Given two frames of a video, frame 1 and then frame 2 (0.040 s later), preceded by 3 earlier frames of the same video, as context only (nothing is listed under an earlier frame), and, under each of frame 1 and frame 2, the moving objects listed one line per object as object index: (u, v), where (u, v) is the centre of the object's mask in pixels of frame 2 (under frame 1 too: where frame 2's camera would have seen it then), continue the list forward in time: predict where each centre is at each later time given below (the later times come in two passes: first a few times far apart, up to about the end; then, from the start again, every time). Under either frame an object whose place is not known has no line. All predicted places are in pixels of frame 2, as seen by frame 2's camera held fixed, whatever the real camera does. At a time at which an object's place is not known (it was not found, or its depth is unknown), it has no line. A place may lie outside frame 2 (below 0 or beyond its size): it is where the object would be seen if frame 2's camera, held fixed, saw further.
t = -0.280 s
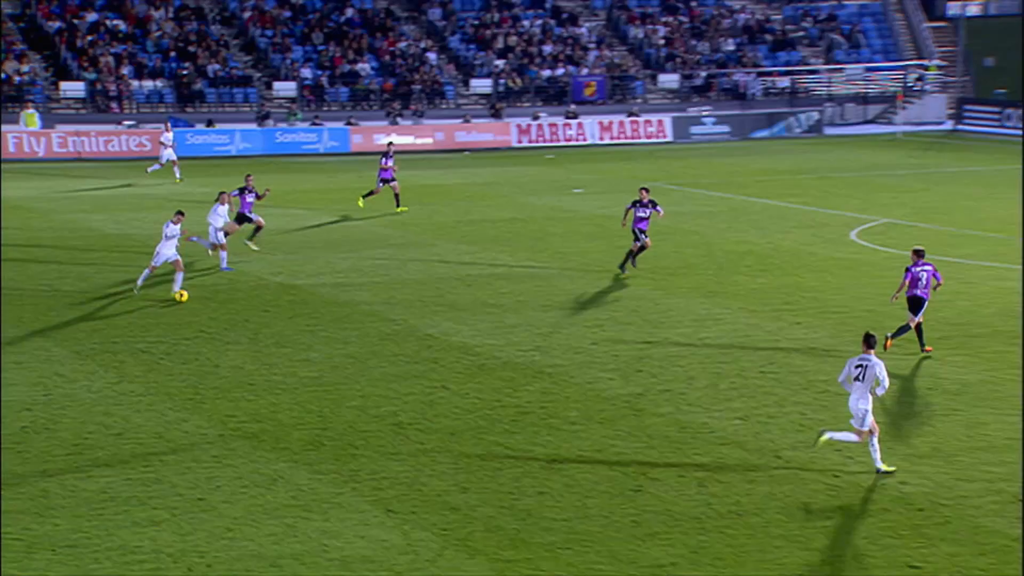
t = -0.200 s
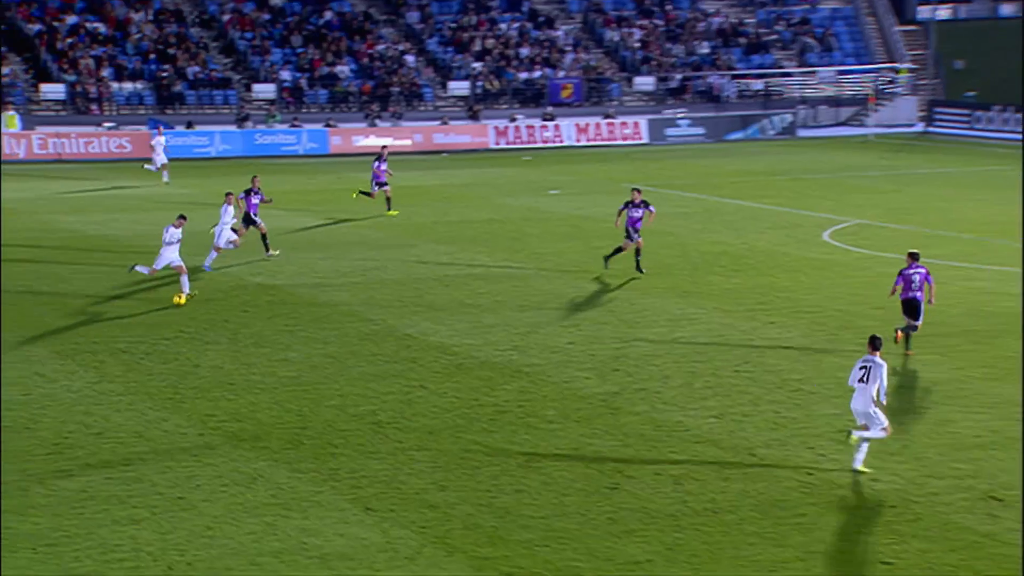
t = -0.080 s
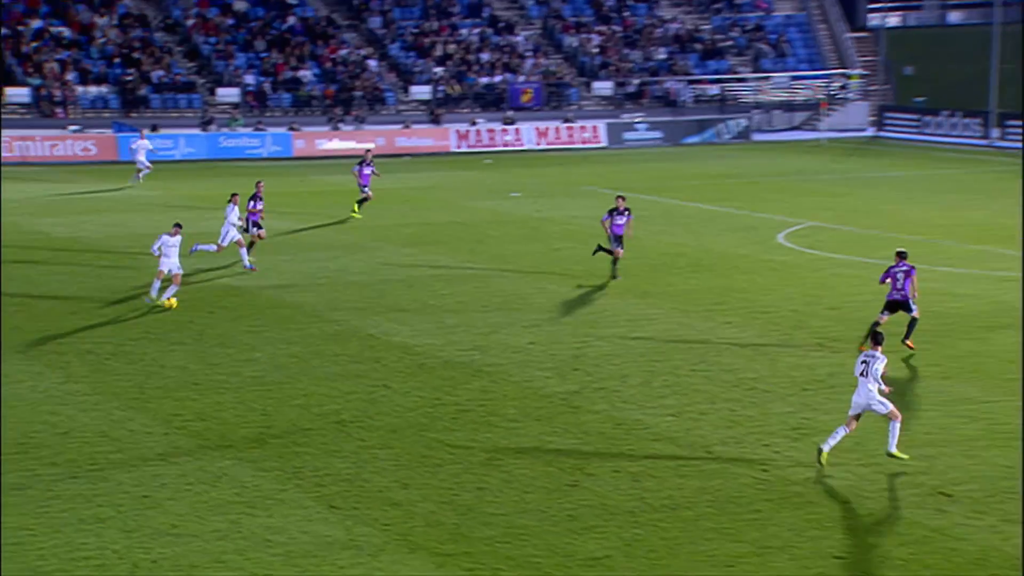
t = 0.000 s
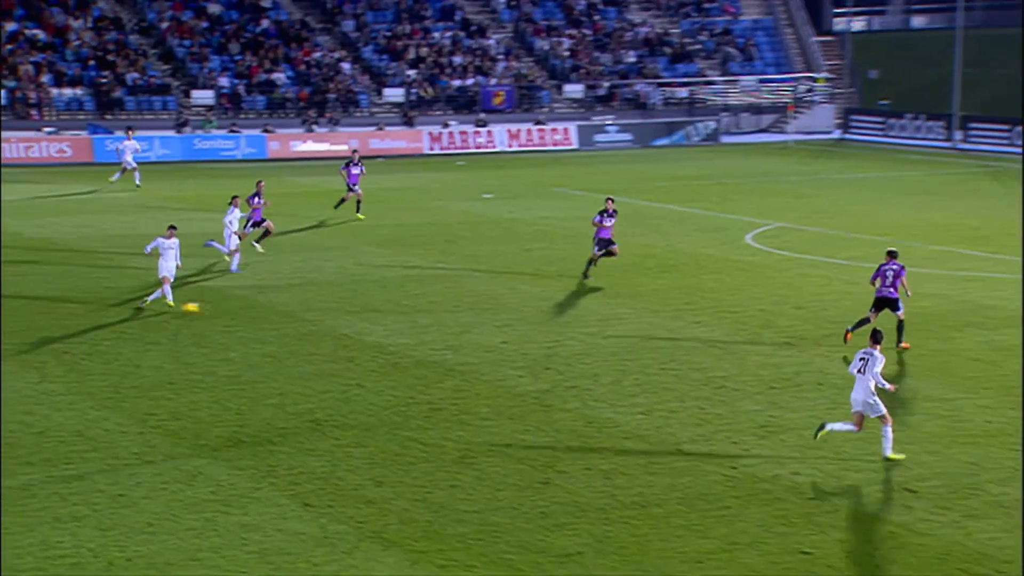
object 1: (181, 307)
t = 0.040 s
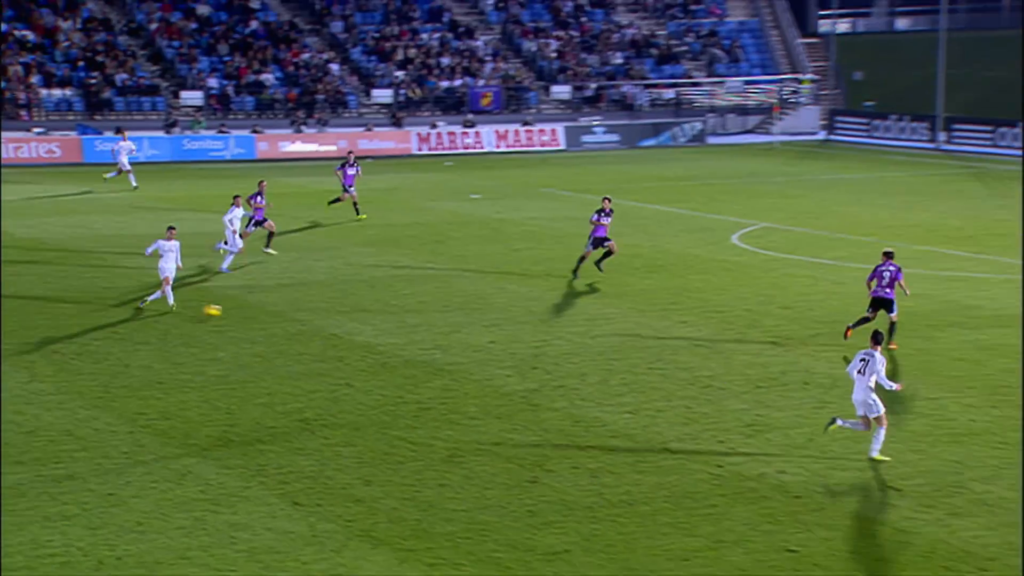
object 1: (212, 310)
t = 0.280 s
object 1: (407, 333)
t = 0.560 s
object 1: (628, 360)
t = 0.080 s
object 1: (244, 315)
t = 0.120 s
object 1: (278, 319)
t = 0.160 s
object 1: (310, 323)
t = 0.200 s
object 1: (342, 326)
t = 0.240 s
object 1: (375, 328)
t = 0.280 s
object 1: (407, 333)
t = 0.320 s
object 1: (439, 338)
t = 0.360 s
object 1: (470, 341)
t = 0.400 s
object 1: (502, 344)
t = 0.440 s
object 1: (534, 348)
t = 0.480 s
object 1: (565, 354)
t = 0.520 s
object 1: (596, 358)
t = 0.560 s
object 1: (628, 360)
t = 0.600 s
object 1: (658, 364)
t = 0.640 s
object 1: (690, 369)
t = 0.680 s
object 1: (720, 372)
